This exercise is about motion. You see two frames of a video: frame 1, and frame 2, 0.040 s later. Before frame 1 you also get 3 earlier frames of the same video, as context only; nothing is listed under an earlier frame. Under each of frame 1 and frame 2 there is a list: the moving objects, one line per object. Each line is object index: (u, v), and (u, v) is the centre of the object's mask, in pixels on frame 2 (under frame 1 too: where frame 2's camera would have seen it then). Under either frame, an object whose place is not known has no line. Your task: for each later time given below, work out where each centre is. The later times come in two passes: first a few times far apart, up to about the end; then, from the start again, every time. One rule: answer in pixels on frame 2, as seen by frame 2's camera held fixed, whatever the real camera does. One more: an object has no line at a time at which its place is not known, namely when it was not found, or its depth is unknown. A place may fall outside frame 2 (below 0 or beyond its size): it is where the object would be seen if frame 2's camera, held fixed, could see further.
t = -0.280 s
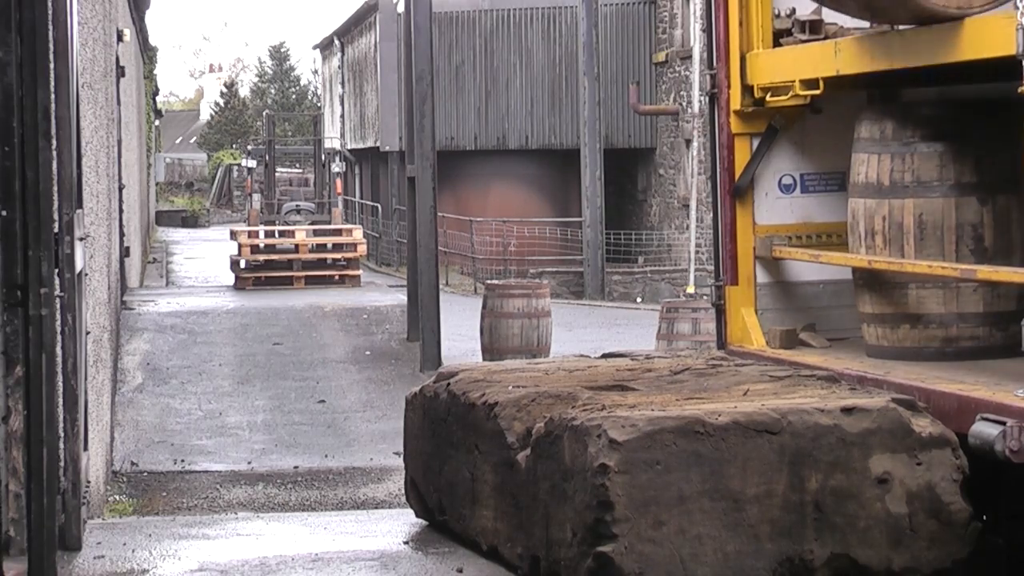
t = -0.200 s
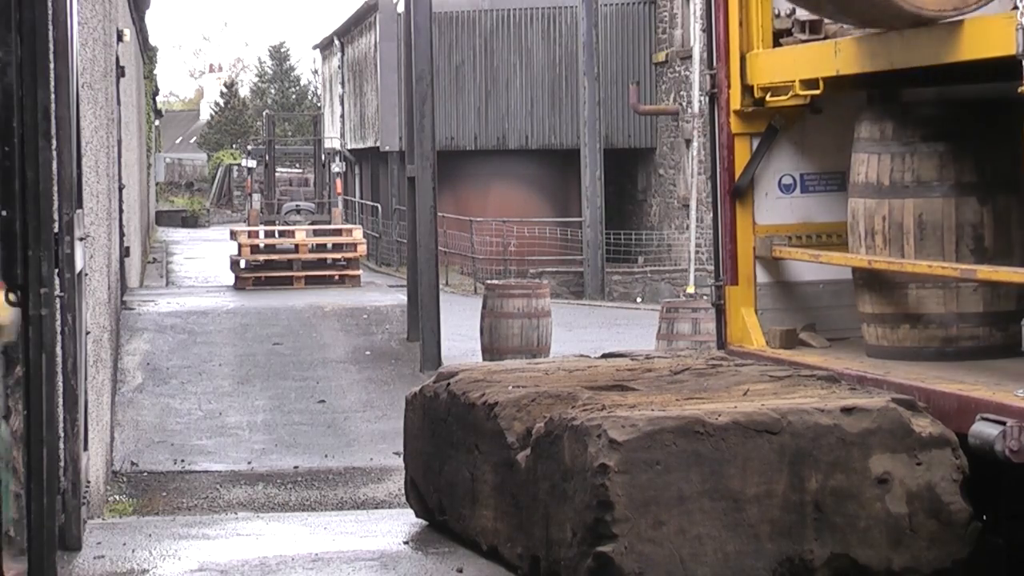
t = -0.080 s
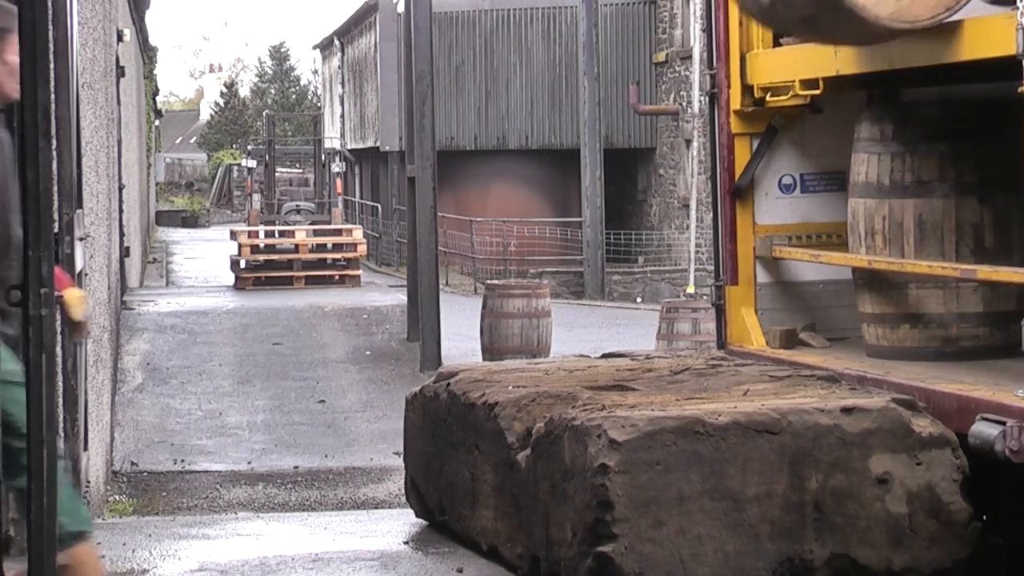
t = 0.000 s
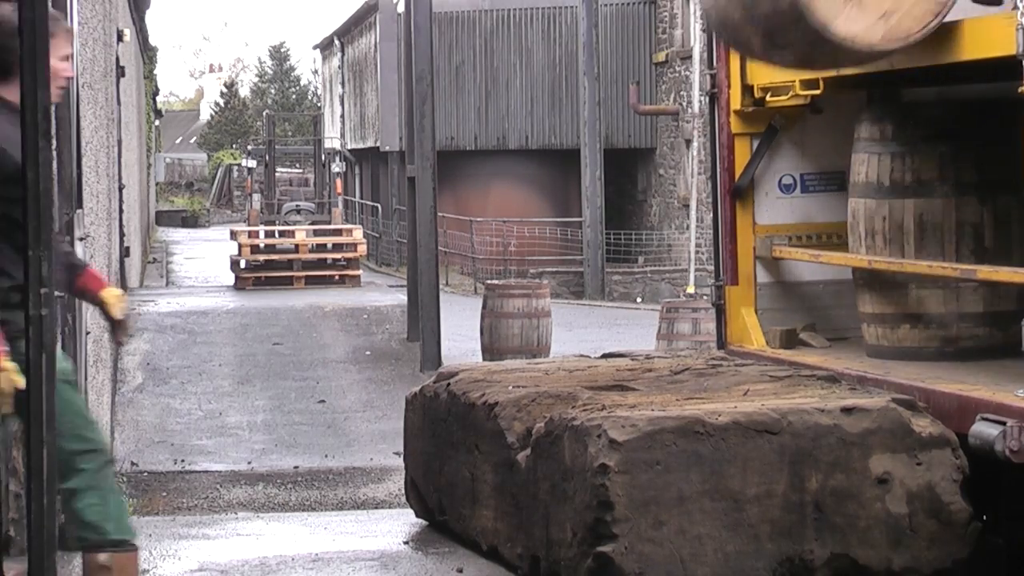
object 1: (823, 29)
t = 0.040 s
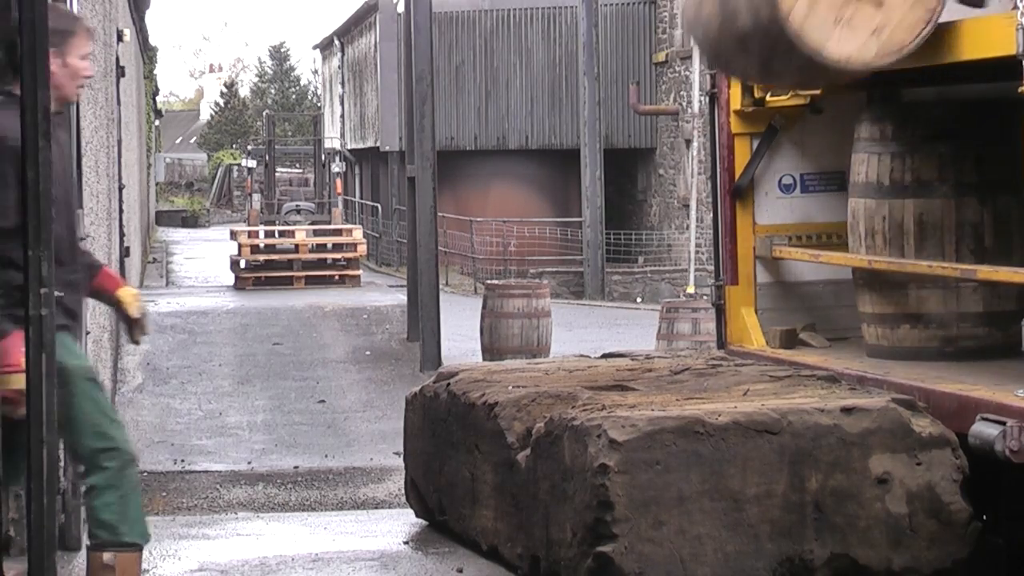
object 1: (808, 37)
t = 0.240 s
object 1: (737, 159)
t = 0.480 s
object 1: (646, 353)
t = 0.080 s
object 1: (793, 48)
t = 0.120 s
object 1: (780, 63)
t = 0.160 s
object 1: (768, 83)
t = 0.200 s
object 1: (753, 113)
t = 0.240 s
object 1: (737, 159)
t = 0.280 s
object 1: (724, 209)
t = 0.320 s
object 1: (707, 269)
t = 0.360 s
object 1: (694, 322)
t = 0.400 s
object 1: (674, 353)
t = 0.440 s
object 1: (660, 358)
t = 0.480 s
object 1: (646, 353)
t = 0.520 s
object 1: (635, 343)
